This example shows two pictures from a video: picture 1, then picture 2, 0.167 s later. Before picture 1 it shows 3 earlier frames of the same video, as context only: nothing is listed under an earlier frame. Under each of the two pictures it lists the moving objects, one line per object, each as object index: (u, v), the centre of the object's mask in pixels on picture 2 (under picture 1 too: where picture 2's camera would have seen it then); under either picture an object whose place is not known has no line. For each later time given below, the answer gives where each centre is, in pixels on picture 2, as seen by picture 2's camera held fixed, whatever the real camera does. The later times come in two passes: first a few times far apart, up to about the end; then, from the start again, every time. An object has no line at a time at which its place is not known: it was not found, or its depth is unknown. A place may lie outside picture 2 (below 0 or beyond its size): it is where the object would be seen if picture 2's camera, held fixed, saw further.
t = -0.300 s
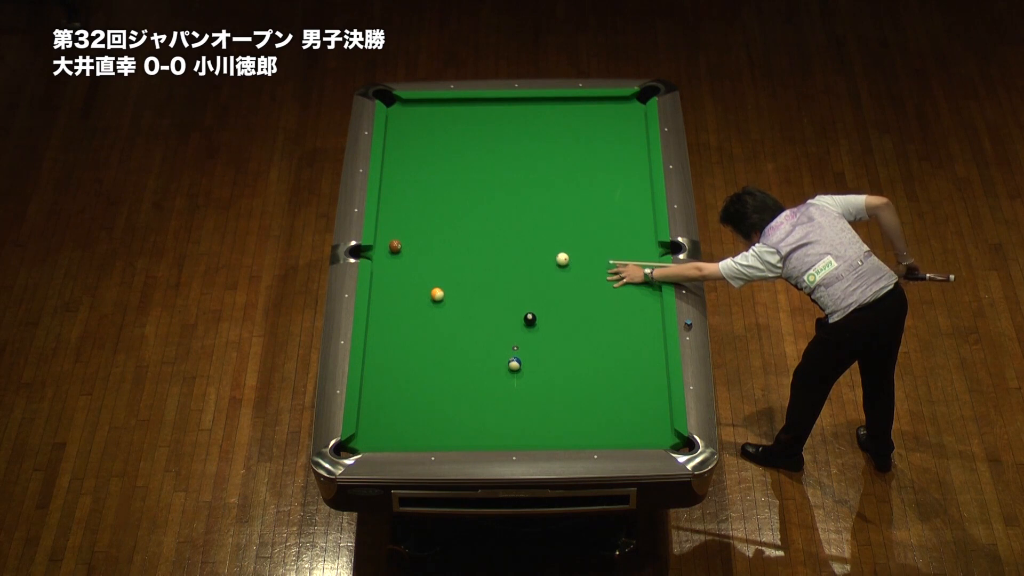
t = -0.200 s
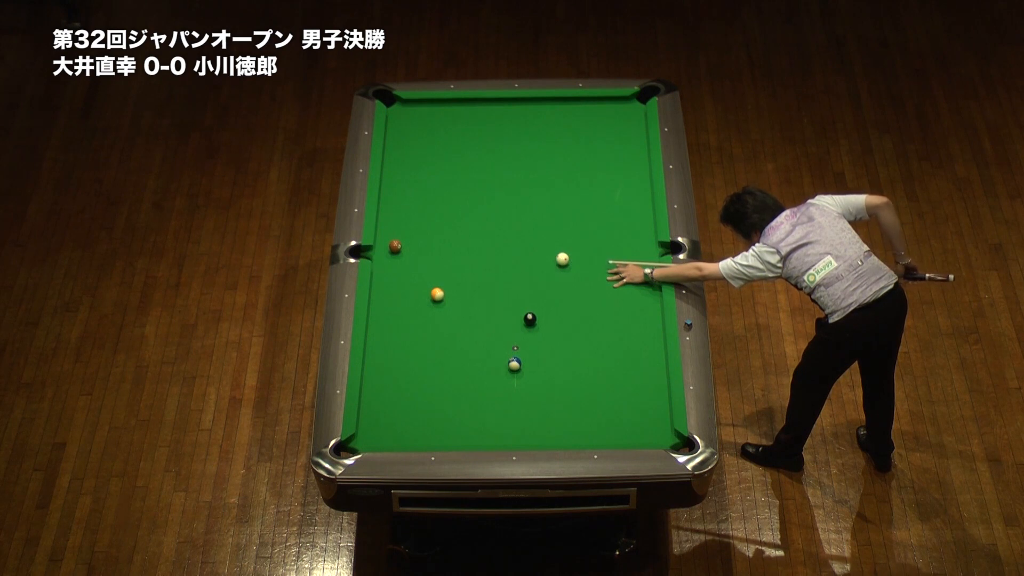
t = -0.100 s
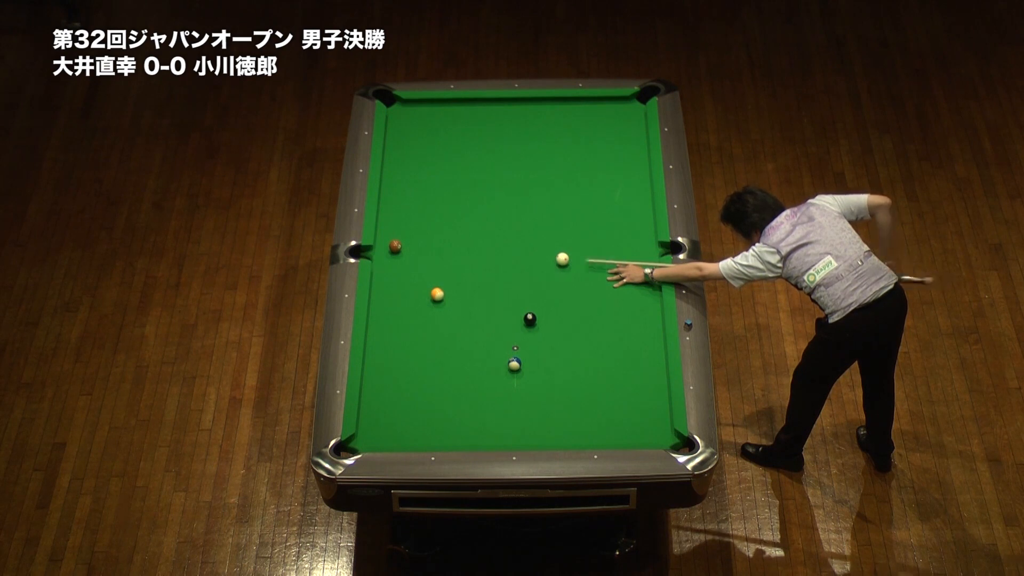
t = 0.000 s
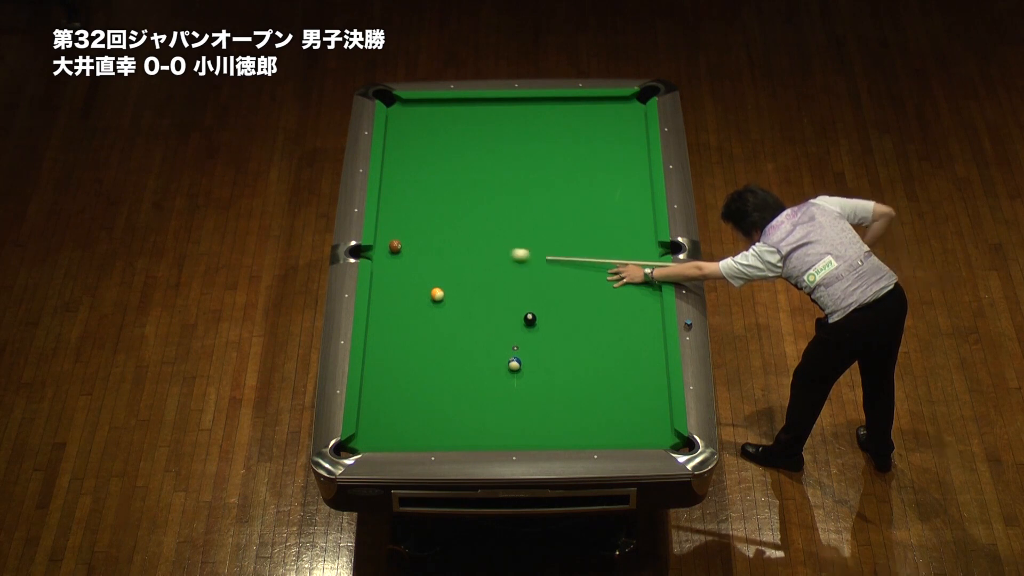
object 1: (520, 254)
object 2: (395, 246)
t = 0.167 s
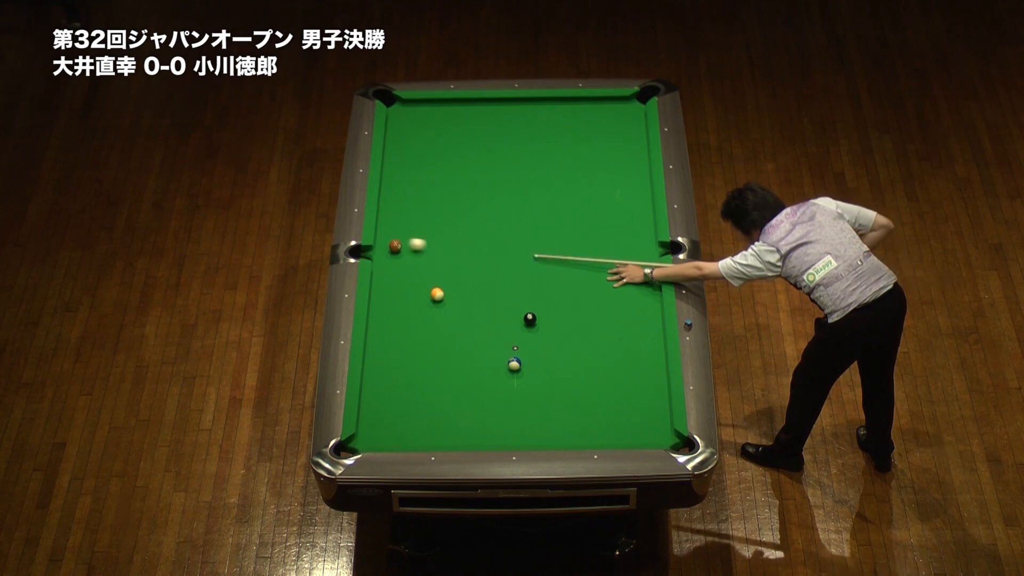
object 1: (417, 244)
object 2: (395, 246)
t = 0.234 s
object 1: (403, 236)
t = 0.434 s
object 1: (388, 212)
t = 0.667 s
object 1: (393, 187)
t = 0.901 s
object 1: (405, 162)
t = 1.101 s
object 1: (414, 143)
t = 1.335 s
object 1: (425, 121)
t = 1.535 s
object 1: (434, 103)
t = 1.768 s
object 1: (449, 112)
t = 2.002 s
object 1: (464, 122)
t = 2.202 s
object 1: (477, 129)
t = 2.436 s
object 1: (492, 138)
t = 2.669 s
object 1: (506, 147)
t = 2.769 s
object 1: (512, 150)
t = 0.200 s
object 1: (406, 241)
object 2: (387, 247)
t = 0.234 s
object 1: (403, 236)
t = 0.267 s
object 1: (400, 231)
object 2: (356, 252)
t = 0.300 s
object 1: (398, 227)
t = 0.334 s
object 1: (395, 223)
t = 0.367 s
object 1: (392, 220)
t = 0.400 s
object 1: (390, 216)
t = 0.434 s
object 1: (388, 212)
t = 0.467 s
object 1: (385, 208)
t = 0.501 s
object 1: (383, 205)
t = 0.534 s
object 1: (385, 201)
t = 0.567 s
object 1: (387, 197)
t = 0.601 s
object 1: (389, 194)
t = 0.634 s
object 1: (391, 190)
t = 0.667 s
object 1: (393, 187)
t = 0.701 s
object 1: (394, 183)
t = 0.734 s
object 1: (396, 180)
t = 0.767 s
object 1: (398, 176)
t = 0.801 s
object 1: (400, 172)
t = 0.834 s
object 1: (401, 169)
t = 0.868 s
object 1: (403, 166)
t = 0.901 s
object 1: (405, 162)
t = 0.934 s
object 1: (406, 159)
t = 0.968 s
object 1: (408, 156)
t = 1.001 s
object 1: (409, 153)
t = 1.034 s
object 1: (411, 149)
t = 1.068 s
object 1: (413, 146)
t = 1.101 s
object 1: (414, 143)
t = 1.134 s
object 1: (416, 140)
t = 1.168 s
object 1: (417, 136)
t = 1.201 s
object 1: (419, 133)
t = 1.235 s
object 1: (420, 130)
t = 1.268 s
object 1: (422, 127)
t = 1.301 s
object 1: (424, 124)
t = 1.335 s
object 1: (425, 121)
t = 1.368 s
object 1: (427, 118)
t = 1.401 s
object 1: (428, 115)
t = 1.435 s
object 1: (429, 112)
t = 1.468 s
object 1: (431, 109)
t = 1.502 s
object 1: (432, 106)
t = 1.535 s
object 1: (434, 103)
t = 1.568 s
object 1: (436, 103)
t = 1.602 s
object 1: (438, 105)
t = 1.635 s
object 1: (440, 107)
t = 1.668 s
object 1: (442, 108)
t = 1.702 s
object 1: (445, 109)
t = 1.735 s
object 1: (447, 111)
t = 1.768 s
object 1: (449, 112)
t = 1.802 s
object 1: (451, 114)
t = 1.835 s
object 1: (454, 115)
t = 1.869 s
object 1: (456, 117)
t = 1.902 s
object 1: (458, 118)
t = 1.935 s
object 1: (460, 119)
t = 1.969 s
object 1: (462, 121)
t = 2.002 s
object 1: (464, 122)
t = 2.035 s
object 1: (467, 123)
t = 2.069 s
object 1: (469, 124)
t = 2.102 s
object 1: (471, 126)
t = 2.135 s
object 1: (473, 127)
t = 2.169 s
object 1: (475, 128)
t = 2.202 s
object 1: (477, 129)
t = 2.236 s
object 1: (479, 131)
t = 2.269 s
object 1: (481, 132)
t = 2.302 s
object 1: (484, 133)
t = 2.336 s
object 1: (486, 135)
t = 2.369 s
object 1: (488, 136)
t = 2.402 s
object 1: (490, 137)
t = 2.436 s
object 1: (492, 138)
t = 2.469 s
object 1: (494, 140)
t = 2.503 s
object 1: (496, 141)
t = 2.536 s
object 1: (498, 142)
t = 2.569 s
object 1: (500, 143)
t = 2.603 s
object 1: (502, 144)
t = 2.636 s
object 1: (504, 146)
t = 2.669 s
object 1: (506, 147)
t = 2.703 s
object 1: (508, 148)
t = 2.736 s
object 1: (510, 149)
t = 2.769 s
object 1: (512, 150)
